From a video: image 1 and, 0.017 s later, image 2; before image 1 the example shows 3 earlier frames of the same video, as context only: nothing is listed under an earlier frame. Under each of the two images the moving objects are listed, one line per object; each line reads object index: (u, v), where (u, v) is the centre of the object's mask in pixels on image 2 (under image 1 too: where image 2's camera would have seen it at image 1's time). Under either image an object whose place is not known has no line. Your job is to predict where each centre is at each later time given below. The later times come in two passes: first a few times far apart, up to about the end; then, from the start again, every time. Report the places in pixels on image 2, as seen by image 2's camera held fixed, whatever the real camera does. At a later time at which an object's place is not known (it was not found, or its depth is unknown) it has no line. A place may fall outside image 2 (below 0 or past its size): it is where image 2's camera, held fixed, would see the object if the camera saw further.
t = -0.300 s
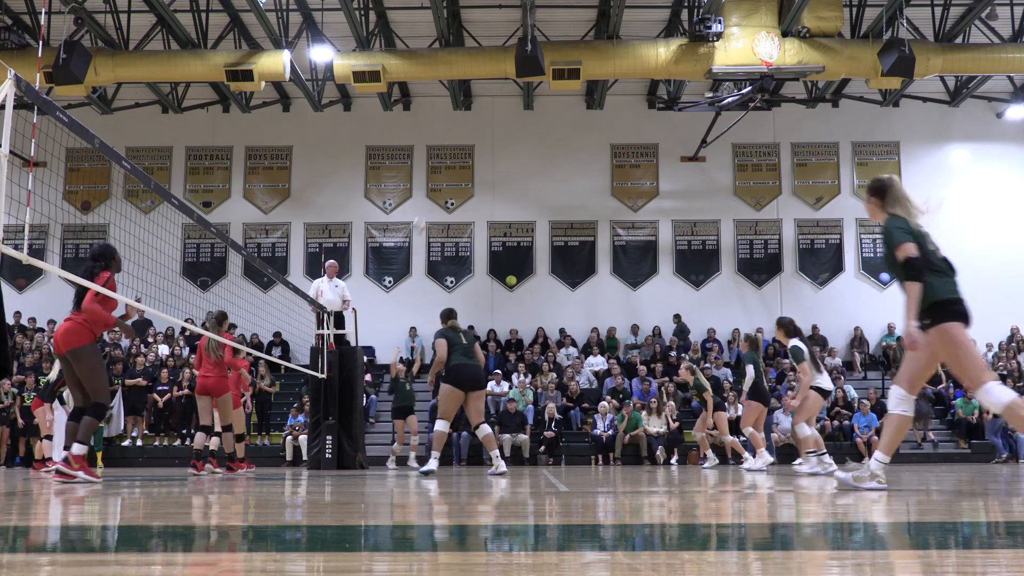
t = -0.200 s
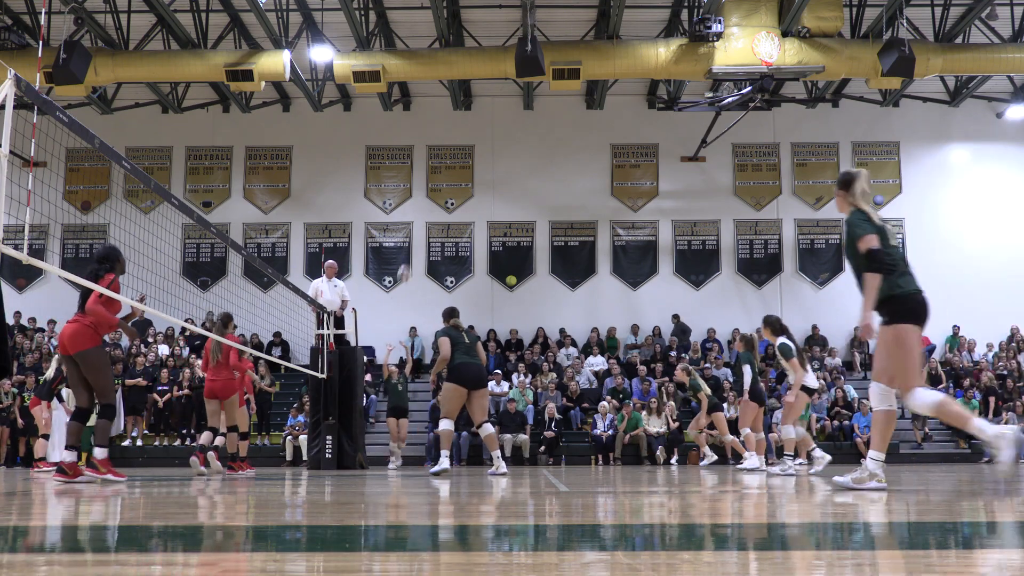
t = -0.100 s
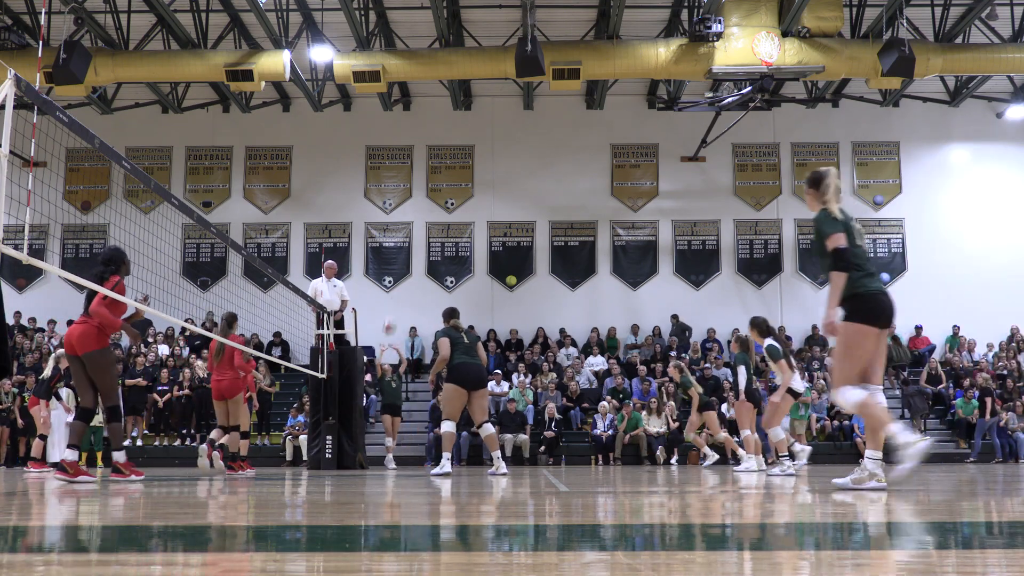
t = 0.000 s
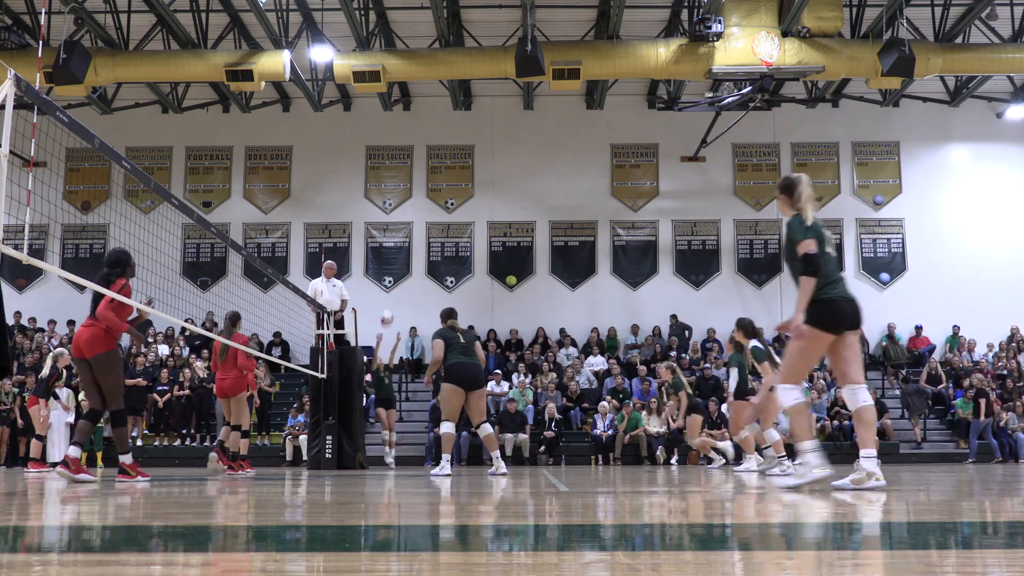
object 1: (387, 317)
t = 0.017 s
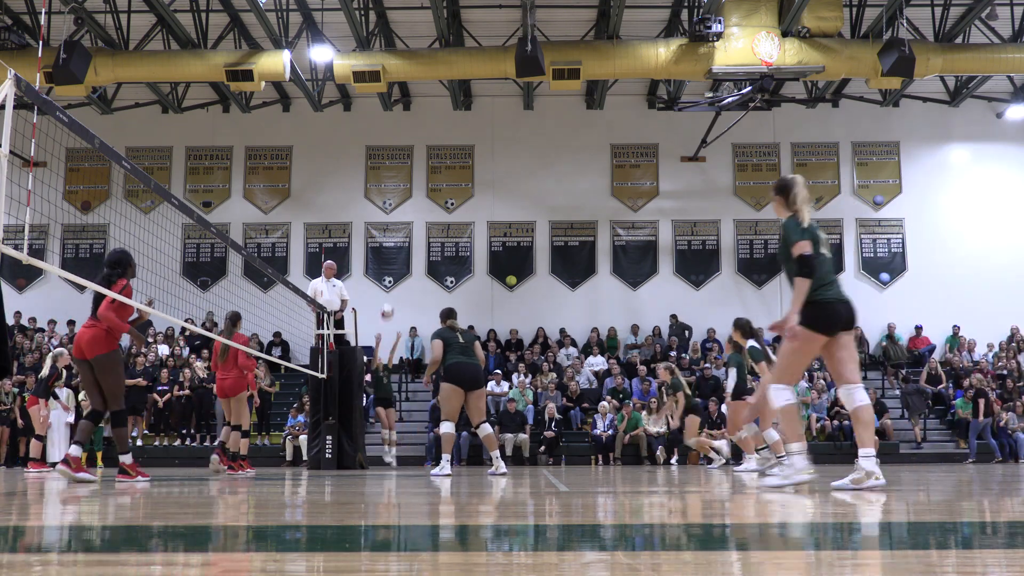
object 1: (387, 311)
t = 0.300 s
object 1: (395, 224)
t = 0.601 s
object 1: (404, 186)
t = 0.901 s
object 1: (412, 208)
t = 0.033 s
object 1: (387, 305)
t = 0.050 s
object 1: (388, 298)
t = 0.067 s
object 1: (388, 292)
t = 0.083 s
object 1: (388, 285)
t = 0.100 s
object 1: (389, 281)
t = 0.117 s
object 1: (389, 275)
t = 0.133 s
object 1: (390, 270)
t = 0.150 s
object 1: (391, 265)
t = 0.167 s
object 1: (391, 260)
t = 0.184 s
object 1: (391, 255)
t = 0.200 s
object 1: (392, 251)
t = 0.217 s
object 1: (392, 246)
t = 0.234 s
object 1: (393, 241)
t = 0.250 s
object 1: (393, 236)
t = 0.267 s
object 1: (393, 231)
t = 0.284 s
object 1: (394, 228)
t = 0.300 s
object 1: (395, 224)
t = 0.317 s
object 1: (395, 220)
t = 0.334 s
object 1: (396, 216)
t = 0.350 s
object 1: (396, 214)
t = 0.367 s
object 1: (397, 210)
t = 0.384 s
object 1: (398, 207)
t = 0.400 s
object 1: (398, 204)
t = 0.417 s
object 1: (399, 201)
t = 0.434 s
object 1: (399, 199)
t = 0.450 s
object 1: (400, 197)
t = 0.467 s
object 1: (400, 196)
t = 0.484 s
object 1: (401, 194)
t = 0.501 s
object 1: (401, 192)
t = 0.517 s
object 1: (402, 190)
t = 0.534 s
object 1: (402, 189)
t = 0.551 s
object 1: (403, 188)
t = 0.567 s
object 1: (403, 187)
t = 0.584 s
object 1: (403, 187)
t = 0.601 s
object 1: (404, 186)
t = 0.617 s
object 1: (404, 186)
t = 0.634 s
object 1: (405, 185)
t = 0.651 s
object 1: (405, 185)
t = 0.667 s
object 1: (406, 186)
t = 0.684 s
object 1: (406, 186)
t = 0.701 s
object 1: (407, 186)
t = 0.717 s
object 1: (407, 187)
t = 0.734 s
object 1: (408, 188)
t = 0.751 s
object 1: (408, 189)
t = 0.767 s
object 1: (409, 191)
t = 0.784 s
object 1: (409, 192)
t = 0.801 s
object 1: (409, 193)
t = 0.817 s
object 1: (410, 195)
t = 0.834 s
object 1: (411, 198)
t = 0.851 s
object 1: (411, 200)
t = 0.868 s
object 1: (411, 202)
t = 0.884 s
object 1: (412, 205)
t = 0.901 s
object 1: (412, 208)
